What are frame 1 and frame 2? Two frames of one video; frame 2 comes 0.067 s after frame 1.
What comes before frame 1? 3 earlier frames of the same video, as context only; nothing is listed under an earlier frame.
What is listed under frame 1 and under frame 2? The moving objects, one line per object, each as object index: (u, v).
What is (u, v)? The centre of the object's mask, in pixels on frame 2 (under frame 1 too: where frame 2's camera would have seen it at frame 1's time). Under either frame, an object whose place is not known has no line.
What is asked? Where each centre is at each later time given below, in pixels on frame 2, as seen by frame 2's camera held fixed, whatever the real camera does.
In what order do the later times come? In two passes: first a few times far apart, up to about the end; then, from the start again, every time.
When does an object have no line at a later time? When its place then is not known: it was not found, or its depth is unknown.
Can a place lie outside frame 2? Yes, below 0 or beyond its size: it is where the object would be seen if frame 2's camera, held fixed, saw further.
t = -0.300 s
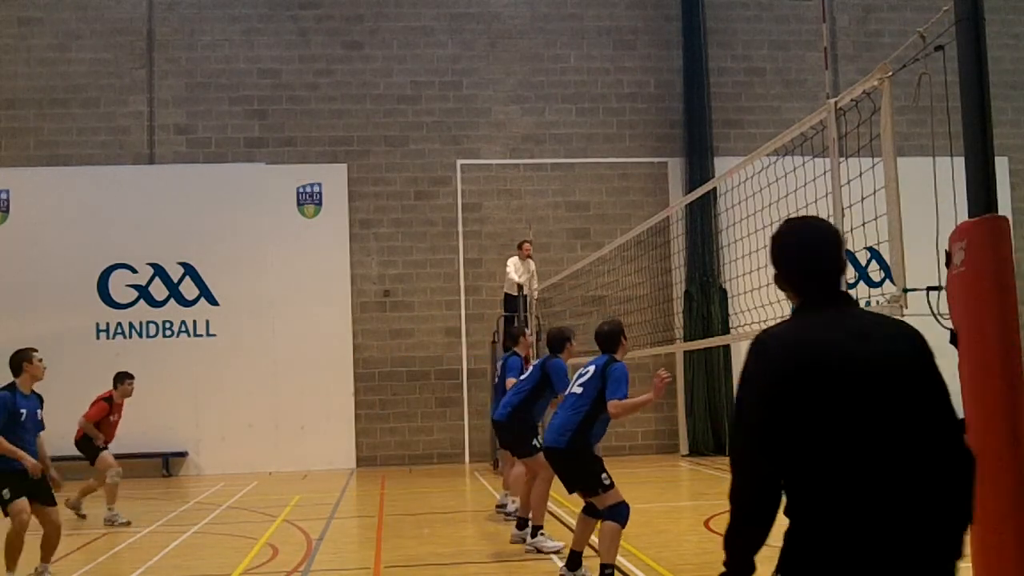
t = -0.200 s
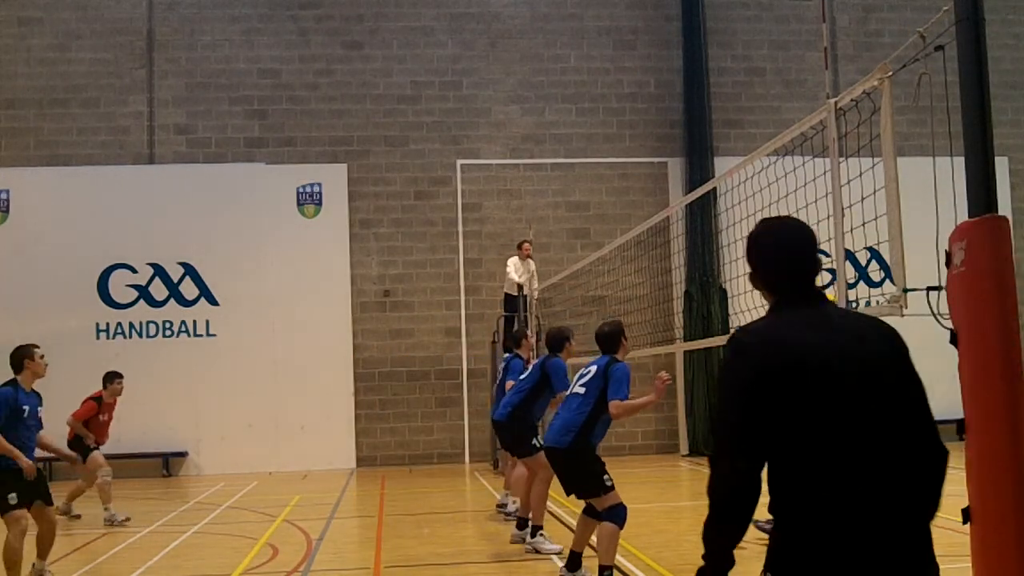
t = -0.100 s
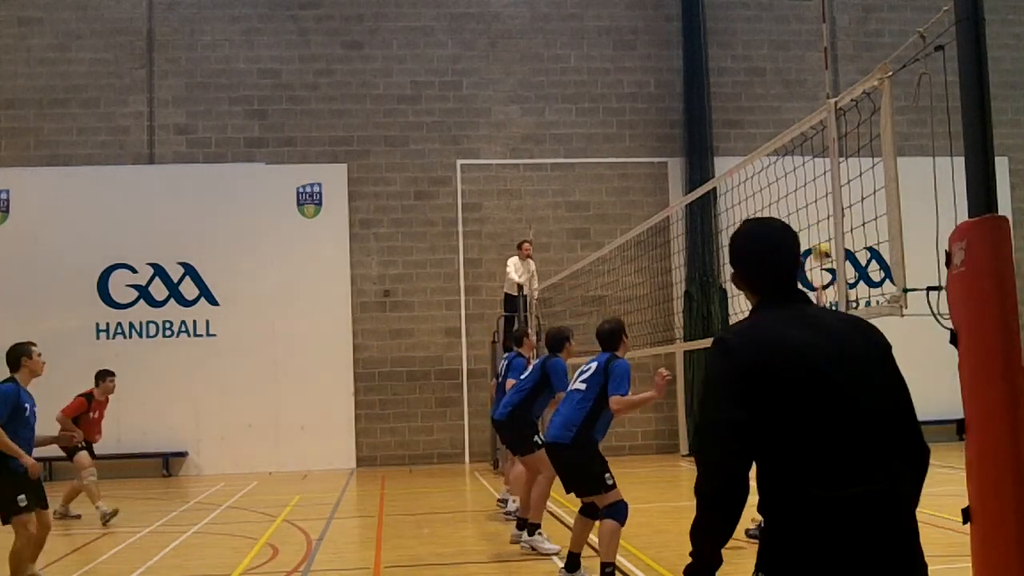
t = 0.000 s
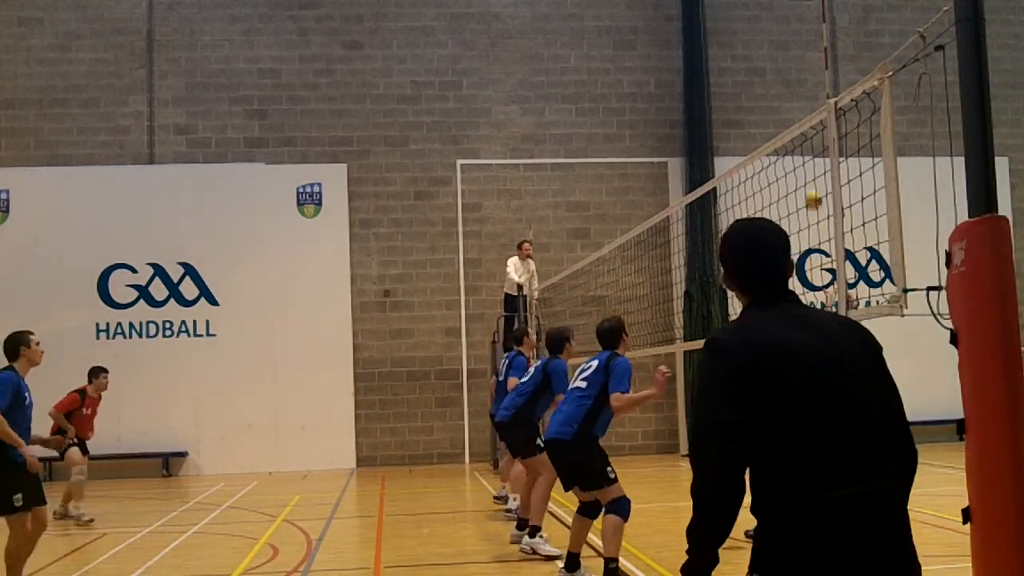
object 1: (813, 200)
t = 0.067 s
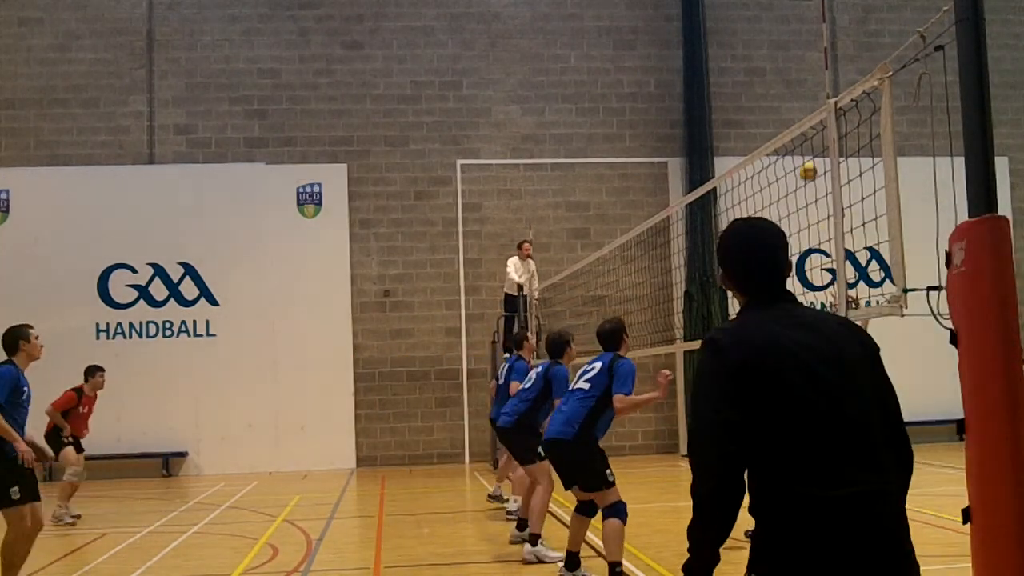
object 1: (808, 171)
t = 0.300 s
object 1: (792, 104)
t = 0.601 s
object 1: (778, 84)
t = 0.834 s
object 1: (771, 118)
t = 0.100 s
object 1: (805, 158)
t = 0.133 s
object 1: (802, 146)
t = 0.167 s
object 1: (800, 139)
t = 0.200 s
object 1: (796, 122)
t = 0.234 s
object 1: (796, 117)
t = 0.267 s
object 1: (794, 110)
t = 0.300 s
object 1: (792, 104)
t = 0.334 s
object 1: (791, 98)
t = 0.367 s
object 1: (789, 93)
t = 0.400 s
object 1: (787, 89)
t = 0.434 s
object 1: (786, 86)
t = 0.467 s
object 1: (784, 84)
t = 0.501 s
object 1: (783, 83)
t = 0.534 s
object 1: (781, 83)
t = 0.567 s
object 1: (780, 83)
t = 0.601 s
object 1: (778, 84)
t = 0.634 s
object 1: (777, 87)
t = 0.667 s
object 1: (776, 90)
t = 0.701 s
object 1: (775, 94)
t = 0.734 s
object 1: (774, 99)
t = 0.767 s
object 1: (773, 104)
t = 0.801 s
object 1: (772, 111)
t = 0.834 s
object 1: (771, 118)
